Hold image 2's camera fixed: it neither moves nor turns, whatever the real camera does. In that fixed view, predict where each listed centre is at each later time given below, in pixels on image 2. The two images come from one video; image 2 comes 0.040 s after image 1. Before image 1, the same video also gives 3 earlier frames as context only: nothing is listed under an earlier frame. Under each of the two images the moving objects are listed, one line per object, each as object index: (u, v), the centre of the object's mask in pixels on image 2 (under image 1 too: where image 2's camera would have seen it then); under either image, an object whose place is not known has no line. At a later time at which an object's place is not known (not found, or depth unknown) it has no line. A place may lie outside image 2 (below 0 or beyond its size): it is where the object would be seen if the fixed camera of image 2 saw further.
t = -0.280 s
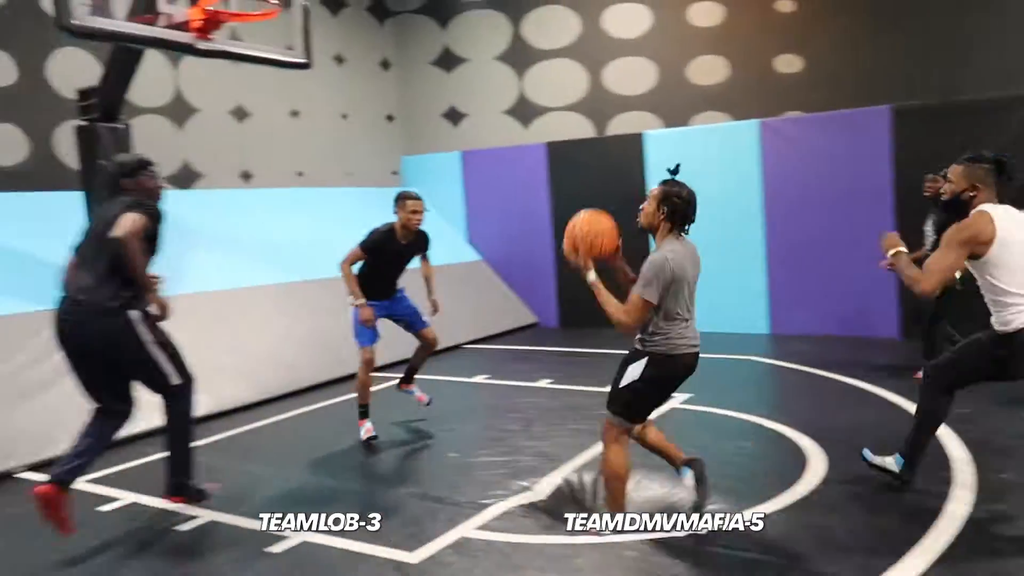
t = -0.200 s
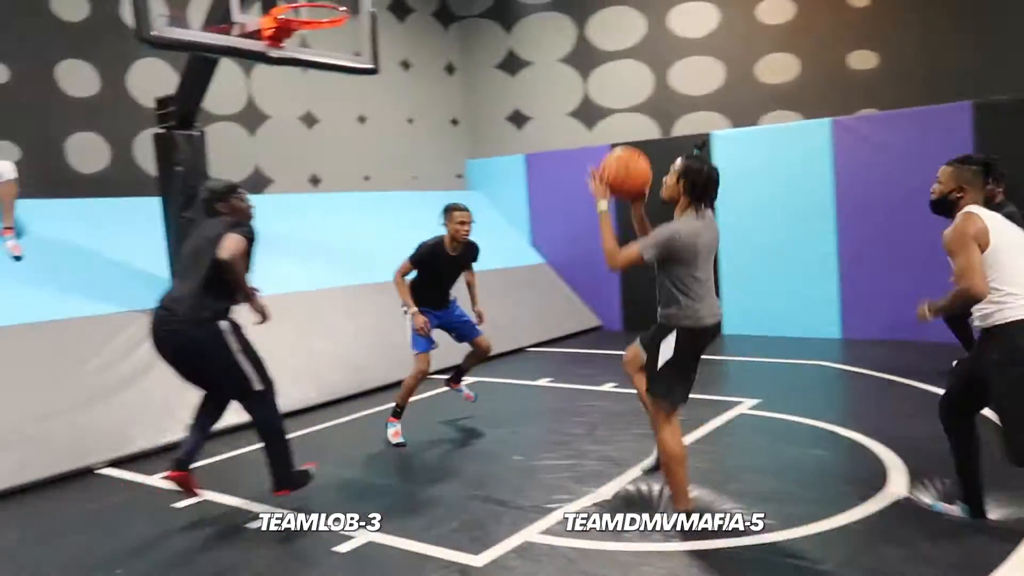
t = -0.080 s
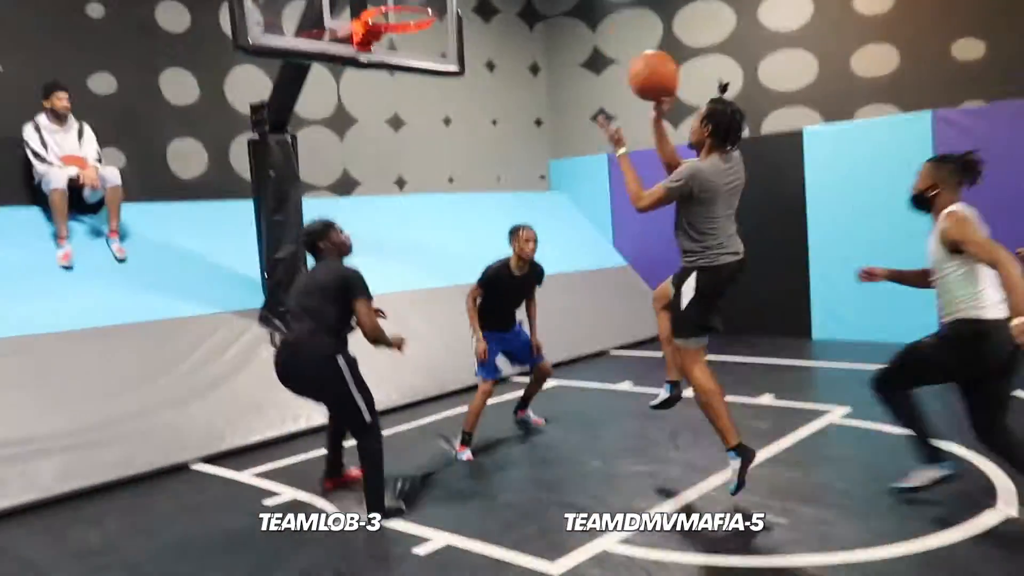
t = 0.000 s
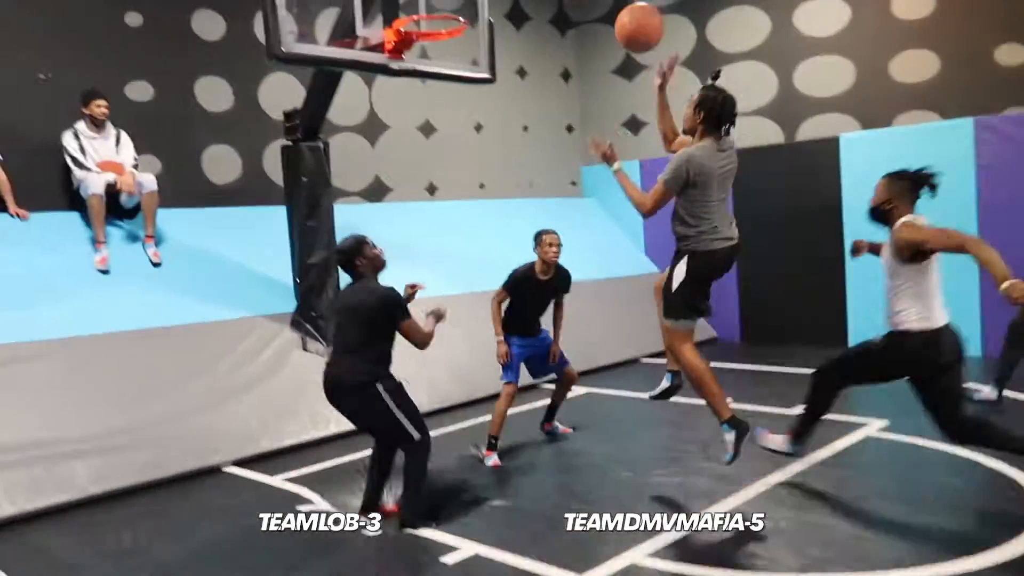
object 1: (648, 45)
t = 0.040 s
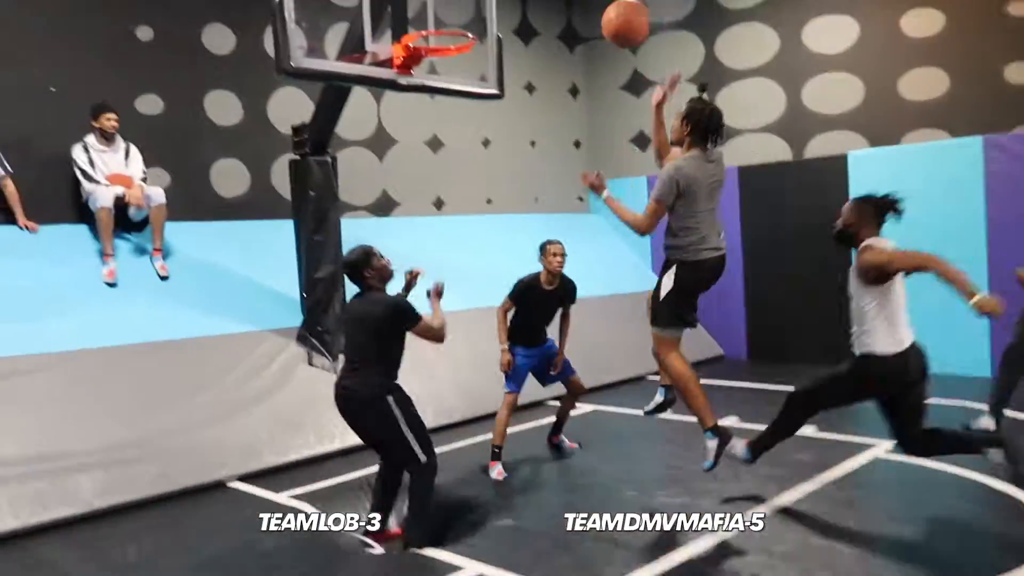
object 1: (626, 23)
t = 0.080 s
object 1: (604, 6)
